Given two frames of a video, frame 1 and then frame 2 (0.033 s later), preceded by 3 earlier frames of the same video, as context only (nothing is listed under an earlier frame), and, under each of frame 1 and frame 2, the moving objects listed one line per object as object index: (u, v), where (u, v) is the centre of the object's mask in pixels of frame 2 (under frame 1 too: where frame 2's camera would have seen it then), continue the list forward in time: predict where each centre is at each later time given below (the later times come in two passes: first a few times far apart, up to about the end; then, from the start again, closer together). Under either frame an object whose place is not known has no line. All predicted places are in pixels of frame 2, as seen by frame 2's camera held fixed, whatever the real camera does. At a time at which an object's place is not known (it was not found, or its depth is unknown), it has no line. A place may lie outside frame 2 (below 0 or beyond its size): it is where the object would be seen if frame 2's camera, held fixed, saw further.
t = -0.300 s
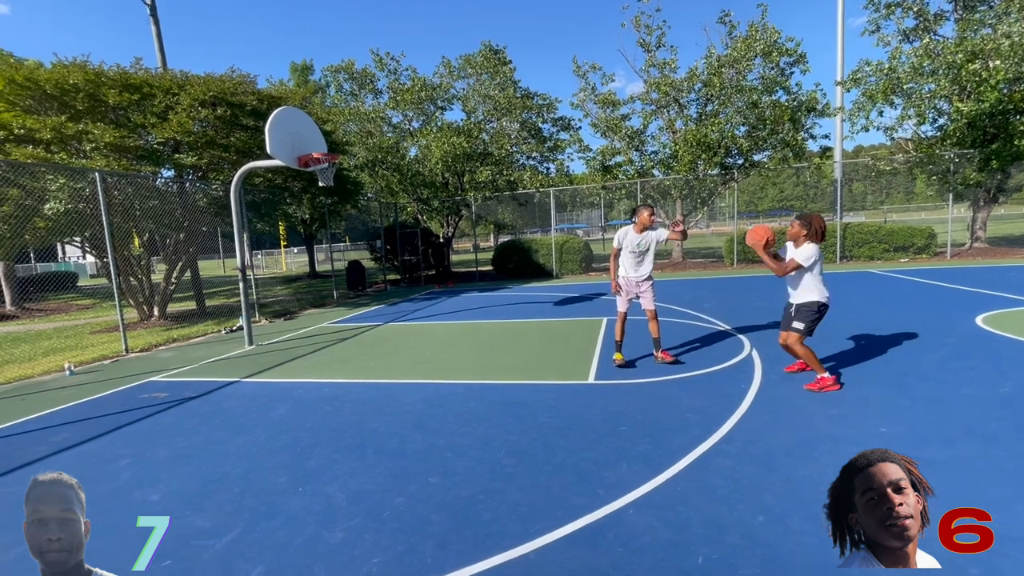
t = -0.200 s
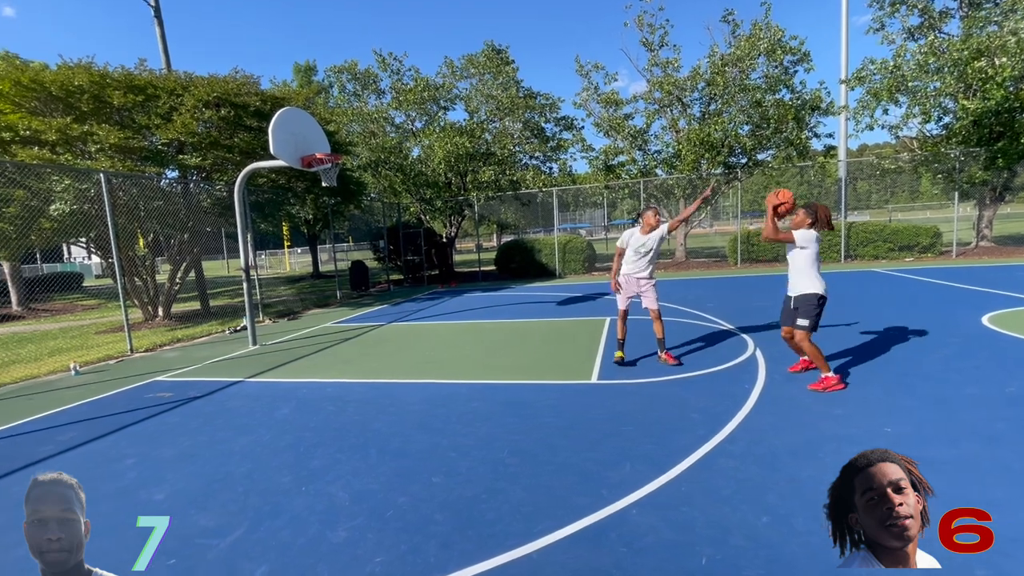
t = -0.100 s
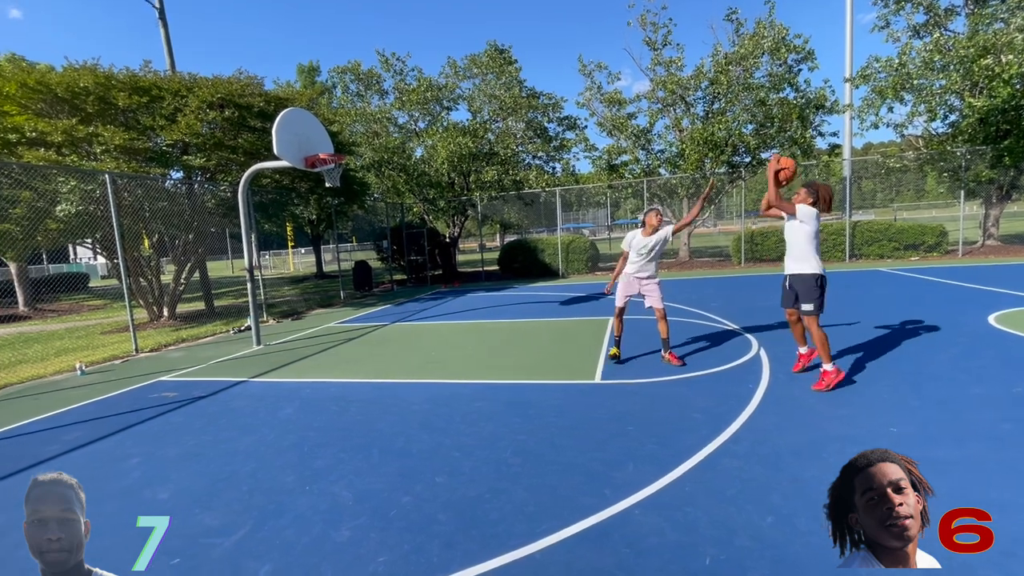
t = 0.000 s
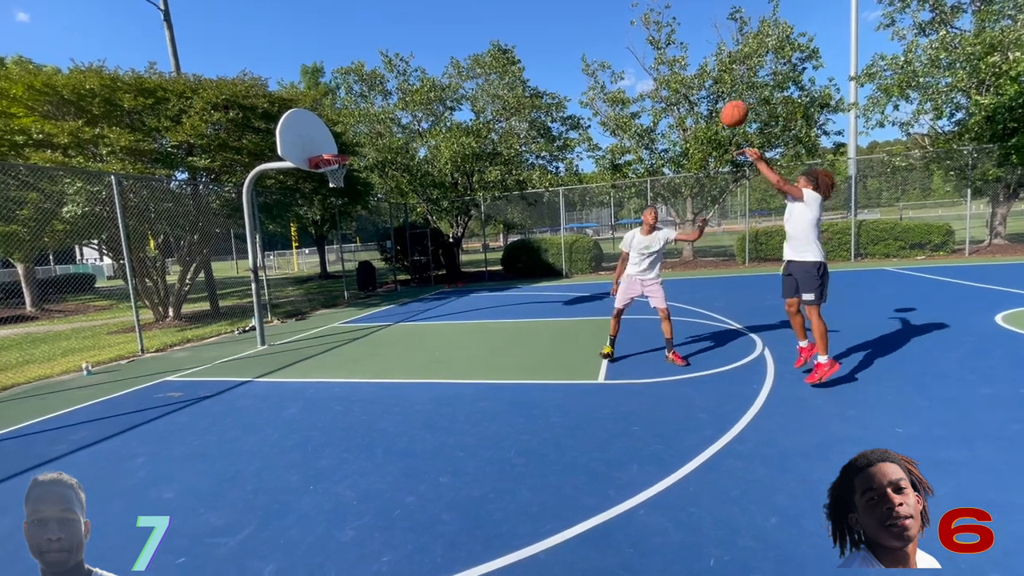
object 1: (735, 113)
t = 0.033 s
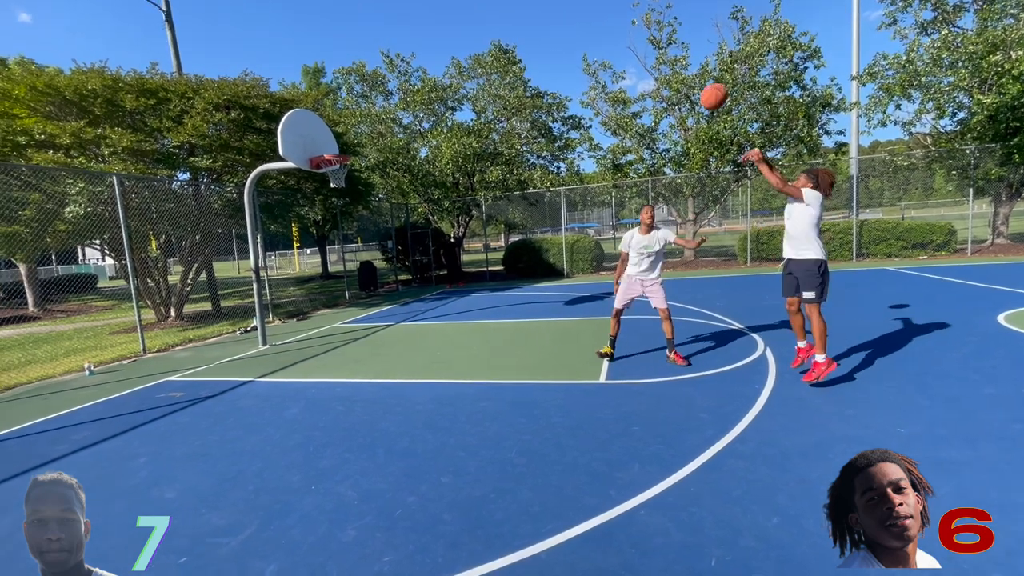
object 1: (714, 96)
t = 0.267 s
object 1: (583, 24)
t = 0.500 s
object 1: (485, 15)
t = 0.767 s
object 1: (403, 55)
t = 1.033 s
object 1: (344, 133)
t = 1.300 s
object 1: (346, 127)
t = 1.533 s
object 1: (376, 126)
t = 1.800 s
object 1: (412, 162)
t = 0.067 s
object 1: (692, 81)
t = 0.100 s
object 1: (672, 67)
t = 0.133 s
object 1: (653, 56)
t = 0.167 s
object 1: (635, 46)
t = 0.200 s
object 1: (617, 37)
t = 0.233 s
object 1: (600, 30)
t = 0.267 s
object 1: (583, 24)
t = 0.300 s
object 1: (567, 19)
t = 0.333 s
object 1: (552, 16)
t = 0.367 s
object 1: (537, 14)
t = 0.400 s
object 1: (523, 13)
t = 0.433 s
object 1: (510, 12)
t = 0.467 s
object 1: (497, 14)
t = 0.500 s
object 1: (485, 15)
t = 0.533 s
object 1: (473, 18)
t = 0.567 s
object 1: (461, 21)
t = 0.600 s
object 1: (450, 25)
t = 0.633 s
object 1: (440, 30)
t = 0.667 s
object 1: (430, 35)
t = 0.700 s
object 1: (421, 41)
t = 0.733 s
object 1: (412, 48)
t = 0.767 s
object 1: (403, 55)
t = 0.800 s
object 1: (394, 63)
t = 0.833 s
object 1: (386, 72)
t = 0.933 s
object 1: (364, 101)
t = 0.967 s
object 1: (358, 111)
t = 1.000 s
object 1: (351, 122)
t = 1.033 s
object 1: (344, 133)
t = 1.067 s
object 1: (340, 144)
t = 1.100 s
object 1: (334, 150)
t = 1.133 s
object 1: (332, 147)
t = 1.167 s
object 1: (330, 142)
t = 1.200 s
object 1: (335, 139)
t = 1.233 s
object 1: (338, 134)
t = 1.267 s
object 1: (342, 130)
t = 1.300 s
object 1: (346, 127)
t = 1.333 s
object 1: (351, 124)
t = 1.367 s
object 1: (355, 122)
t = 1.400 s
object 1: (359, 122)
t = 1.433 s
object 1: (363, 122)
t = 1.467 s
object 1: (367, 122)
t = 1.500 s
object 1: (372, 124)
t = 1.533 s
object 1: (376, 126)
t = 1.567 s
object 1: (381, 128)
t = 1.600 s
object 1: (385, 131)
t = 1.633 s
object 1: (390, 134)
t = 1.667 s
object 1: (394, 139)
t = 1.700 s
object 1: (399, 144)
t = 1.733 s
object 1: (403, 149)
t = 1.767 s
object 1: (408, 155)
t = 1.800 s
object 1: (412, 162)
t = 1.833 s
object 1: (418, 170)
